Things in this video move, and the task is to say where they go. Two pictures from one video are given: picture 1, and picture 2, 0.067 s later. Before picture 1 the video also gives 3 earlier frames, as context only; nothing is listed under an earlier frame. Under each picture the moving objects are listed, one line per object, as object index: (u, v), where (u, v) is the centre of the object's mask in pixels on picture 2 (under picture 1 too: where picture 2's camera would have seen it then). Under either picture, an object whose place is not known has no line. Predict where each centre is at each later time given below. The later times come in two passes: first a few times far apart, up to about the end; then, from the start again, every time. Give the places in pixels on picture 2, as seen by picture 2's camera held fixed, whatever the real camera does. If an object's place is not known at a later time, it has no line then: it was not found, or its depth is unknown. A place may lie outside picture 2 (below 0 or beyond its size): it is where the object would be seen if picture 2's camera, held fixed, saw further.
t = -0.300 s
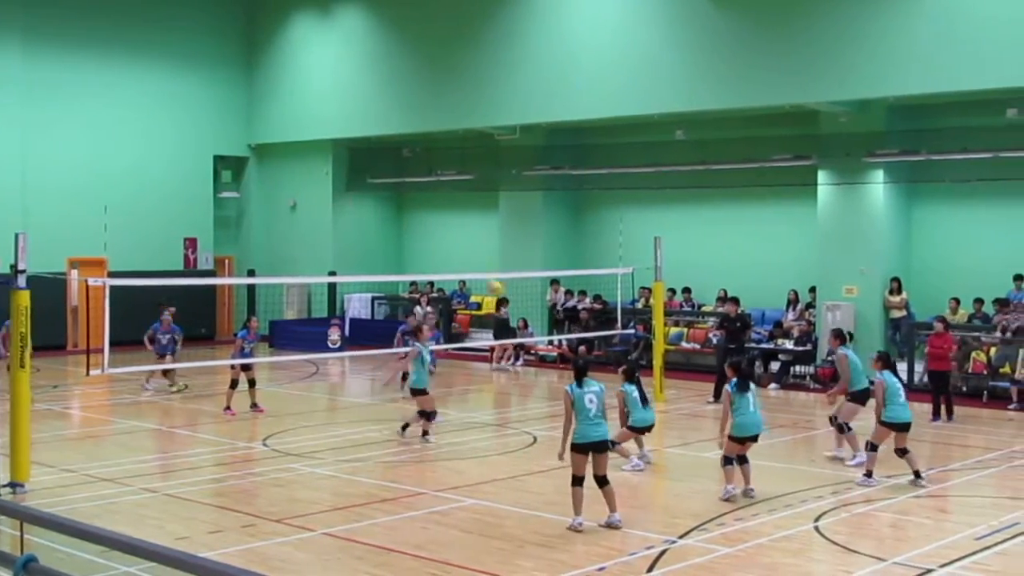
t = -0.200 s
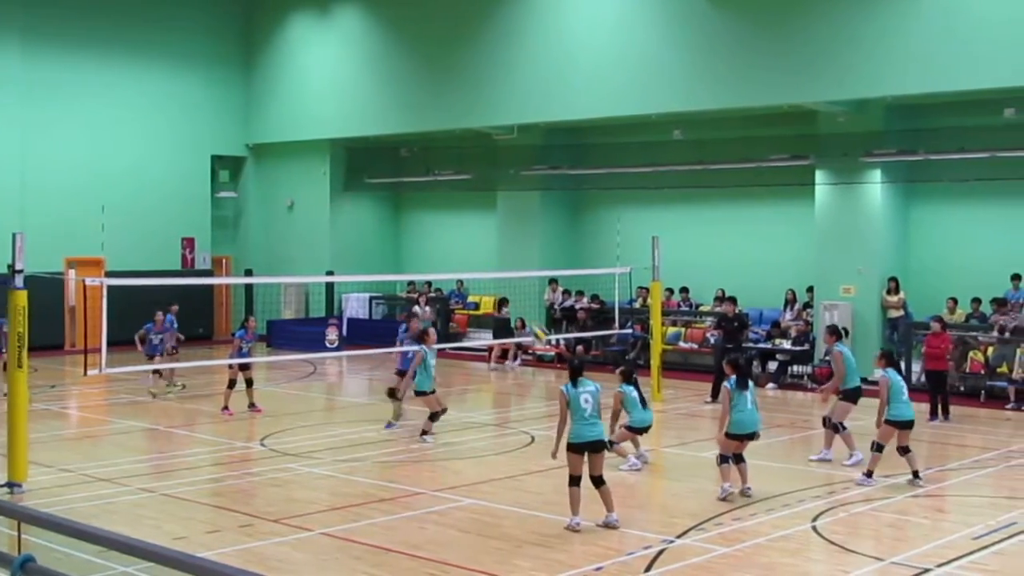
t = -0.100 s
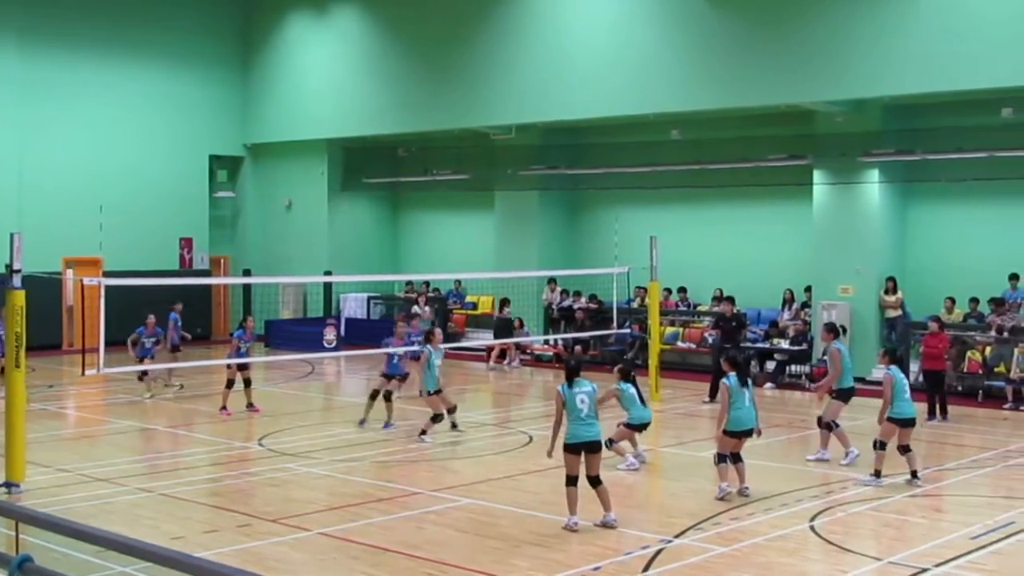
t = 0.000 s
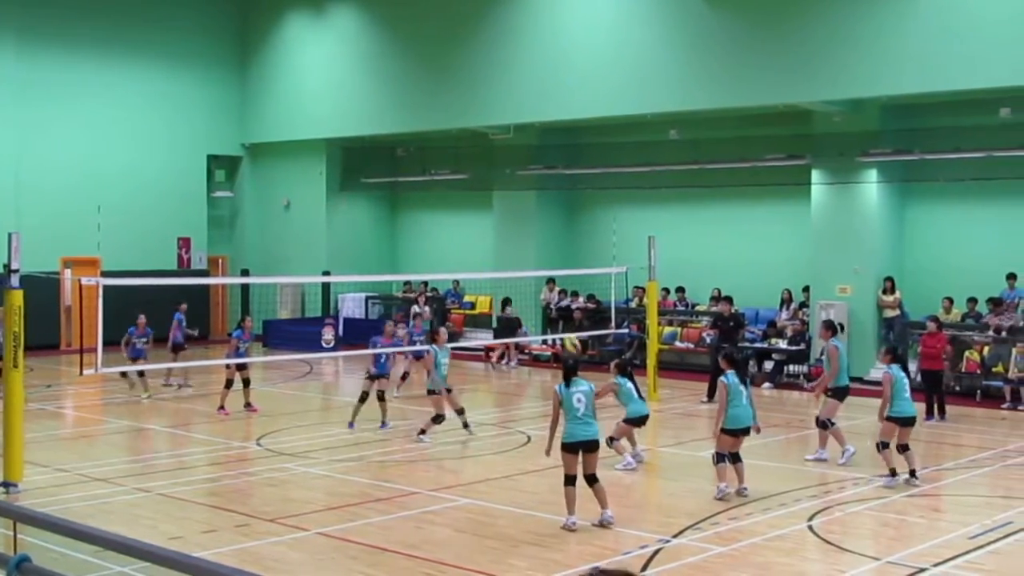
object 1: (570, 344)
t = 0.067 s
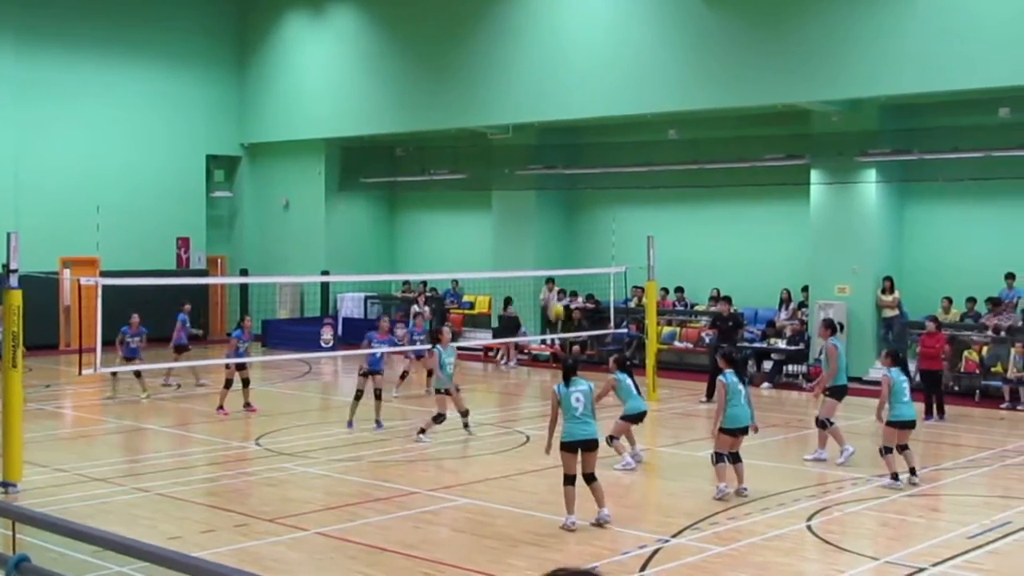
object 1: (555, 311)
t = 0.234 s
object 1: (518, 241)
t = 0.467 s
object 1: (468, 186)
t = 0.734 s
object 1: (415, 176)
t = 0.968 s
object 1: (370, 210)
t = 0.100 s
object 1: (548, 294)
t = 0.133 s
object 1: (540, 281)
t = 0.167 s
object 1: (532, 266)
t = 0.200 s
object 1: (526, 253)
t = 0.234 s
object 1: (518, 241)
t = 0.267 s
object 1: (511, 230)
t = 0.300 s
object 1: (504, 220)
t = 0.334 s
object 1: (497, 212)
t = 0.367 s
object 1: (490, 204)
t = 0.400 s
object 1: (483, 197)
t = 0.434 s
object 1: (476, 192)
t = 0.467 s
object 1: (468, 186)
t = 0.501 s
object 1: (461, 182)
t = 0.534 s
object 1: (454, 179)
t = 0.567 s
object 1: (447, 176)
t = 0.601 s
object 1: (440, 174)
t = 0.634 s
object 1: (434, 173)
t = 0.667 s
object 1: (428, 172)
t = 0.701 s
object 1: (422, 174)
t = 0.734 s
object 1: (415, 176)
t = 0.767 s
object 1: (408, 179)
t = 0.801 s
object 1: (402, 182)
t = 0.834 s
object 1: (395, 187)
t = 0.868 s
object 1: (389, 191)
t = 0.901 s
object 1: (382, 197)
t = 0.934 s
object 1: (376, 203)
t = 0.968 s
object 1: (370, 210)
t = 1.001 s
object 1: (365, 218)
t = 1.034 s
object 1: (359, 227)
